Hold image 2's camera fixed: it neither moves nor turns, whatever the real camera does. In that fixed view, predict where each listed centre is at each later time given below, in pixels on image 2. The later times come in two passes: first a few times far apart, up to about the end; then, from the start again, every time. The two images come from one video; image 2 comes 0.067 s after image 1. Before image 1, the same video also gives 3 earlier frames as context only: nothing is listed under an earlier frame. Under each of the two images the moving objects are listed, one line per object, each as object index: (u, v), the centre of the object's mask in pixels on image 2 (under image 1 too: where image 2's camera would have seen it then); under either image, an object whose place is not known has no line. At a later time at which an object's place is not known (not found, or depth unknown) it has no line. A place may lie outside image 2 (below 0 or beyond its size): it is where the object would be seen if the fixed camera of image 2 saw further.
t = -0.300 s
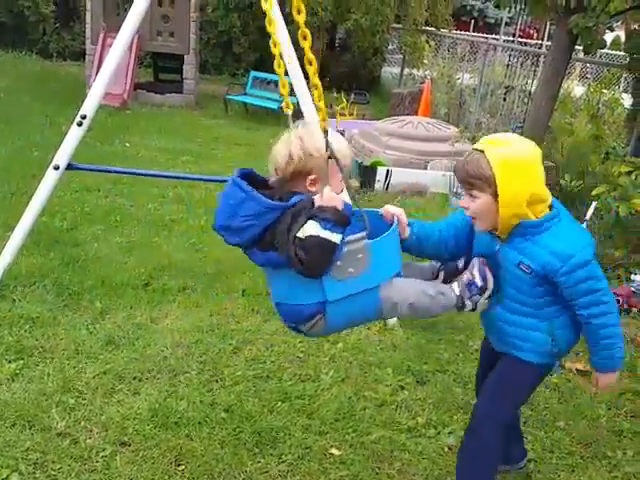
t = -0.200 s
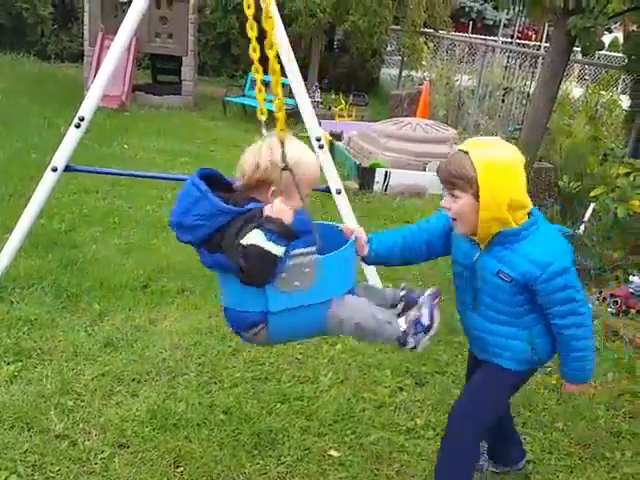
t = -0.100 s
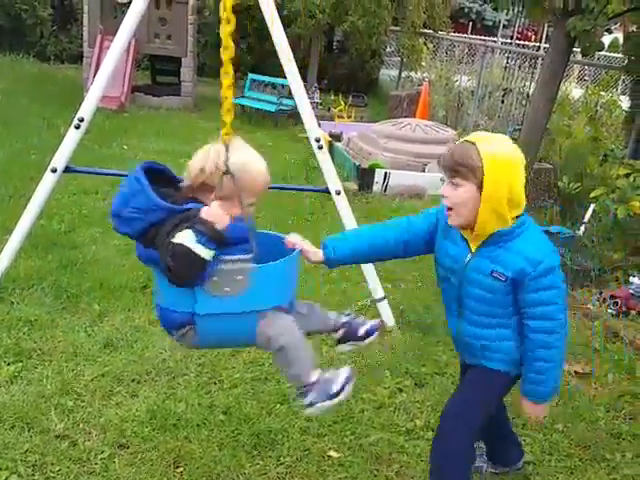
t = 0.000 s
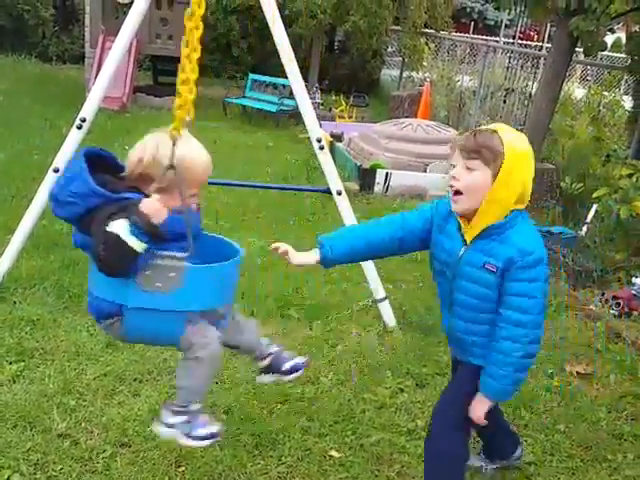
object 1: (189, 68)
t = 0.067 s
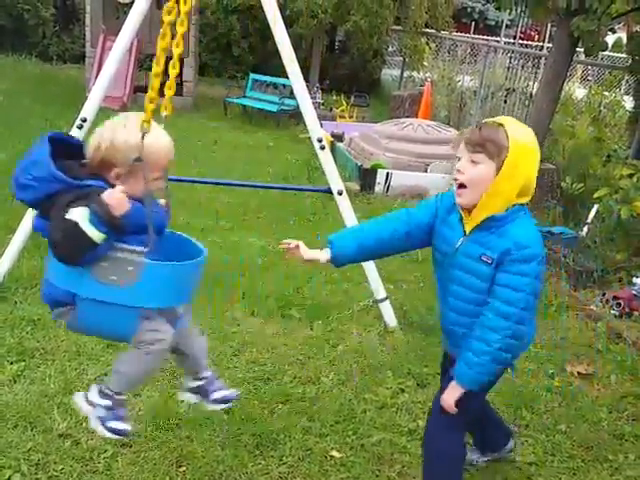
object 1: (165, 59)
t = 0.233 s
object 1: (105, 48)
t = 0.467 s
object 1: (65, 35)
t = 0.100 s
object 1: (152, 57)
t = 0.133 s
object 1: (149, 59)
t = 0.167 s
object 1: (139, 59)
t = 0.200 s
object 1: (115, 49)
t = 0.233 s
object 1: (105, 48)
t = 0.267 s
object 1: (98, 42)
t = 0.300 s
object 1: (89, 41)
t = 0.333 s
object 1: (83, 37)
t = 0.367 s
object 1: (75, 36)
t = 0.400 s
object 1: (70, 34)
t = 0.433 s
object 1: (66, 35)
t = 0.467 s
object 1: (65, 35)
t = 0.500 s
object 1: (65, 36)
